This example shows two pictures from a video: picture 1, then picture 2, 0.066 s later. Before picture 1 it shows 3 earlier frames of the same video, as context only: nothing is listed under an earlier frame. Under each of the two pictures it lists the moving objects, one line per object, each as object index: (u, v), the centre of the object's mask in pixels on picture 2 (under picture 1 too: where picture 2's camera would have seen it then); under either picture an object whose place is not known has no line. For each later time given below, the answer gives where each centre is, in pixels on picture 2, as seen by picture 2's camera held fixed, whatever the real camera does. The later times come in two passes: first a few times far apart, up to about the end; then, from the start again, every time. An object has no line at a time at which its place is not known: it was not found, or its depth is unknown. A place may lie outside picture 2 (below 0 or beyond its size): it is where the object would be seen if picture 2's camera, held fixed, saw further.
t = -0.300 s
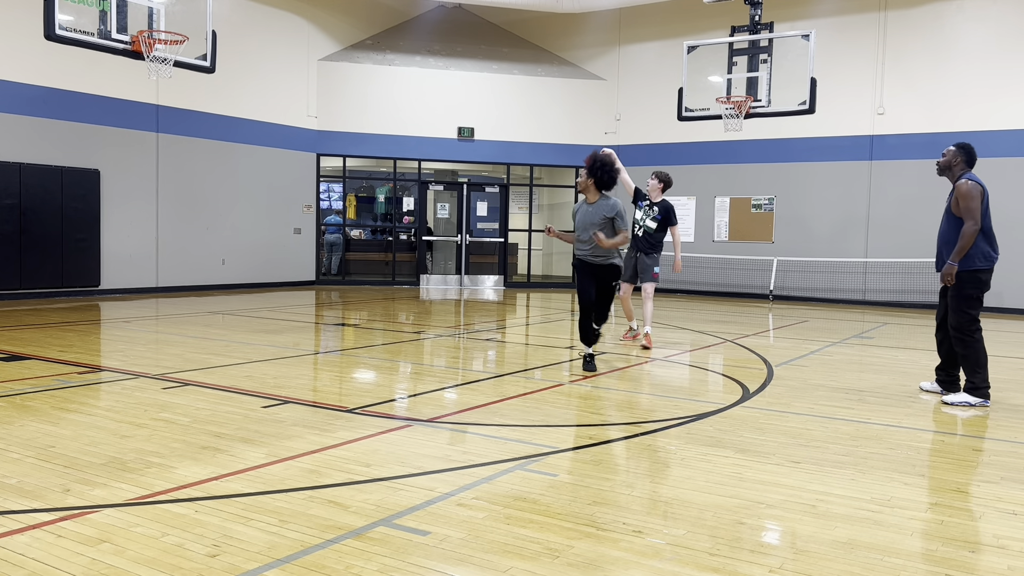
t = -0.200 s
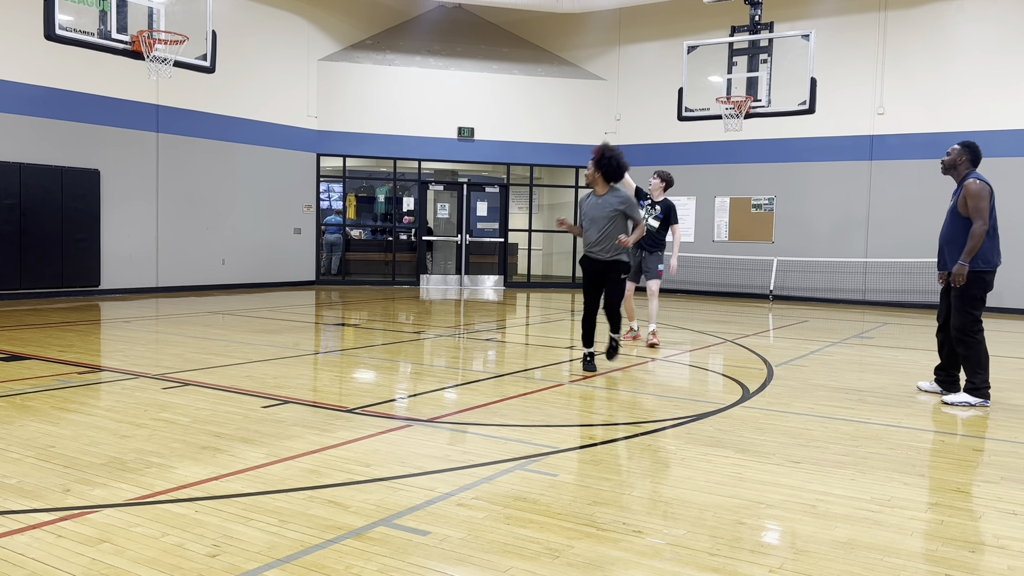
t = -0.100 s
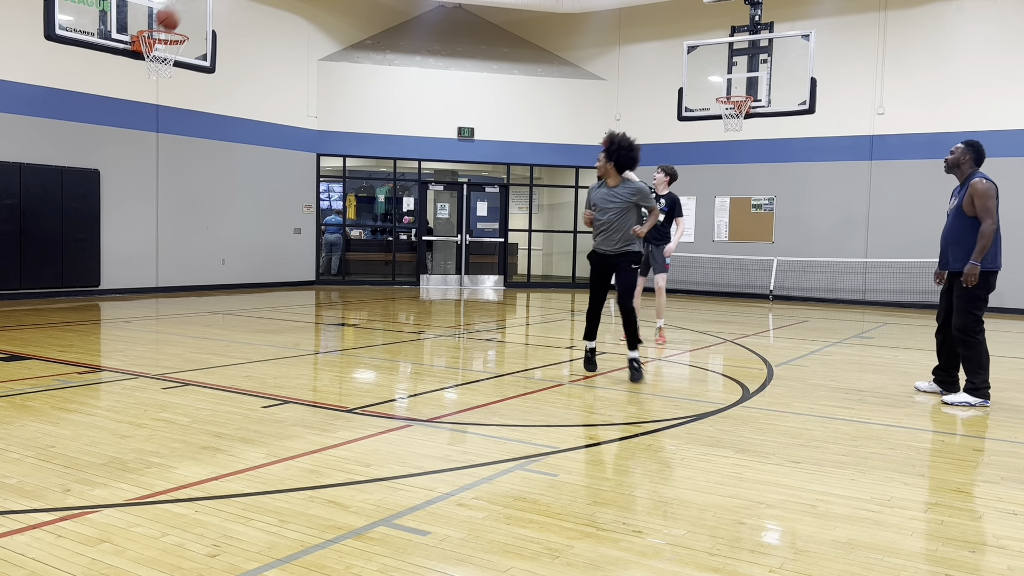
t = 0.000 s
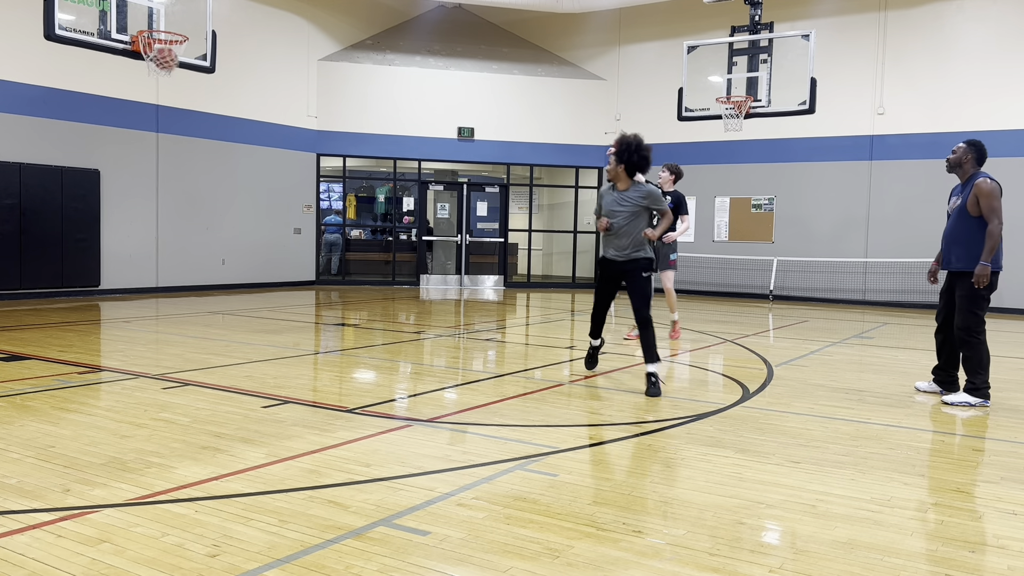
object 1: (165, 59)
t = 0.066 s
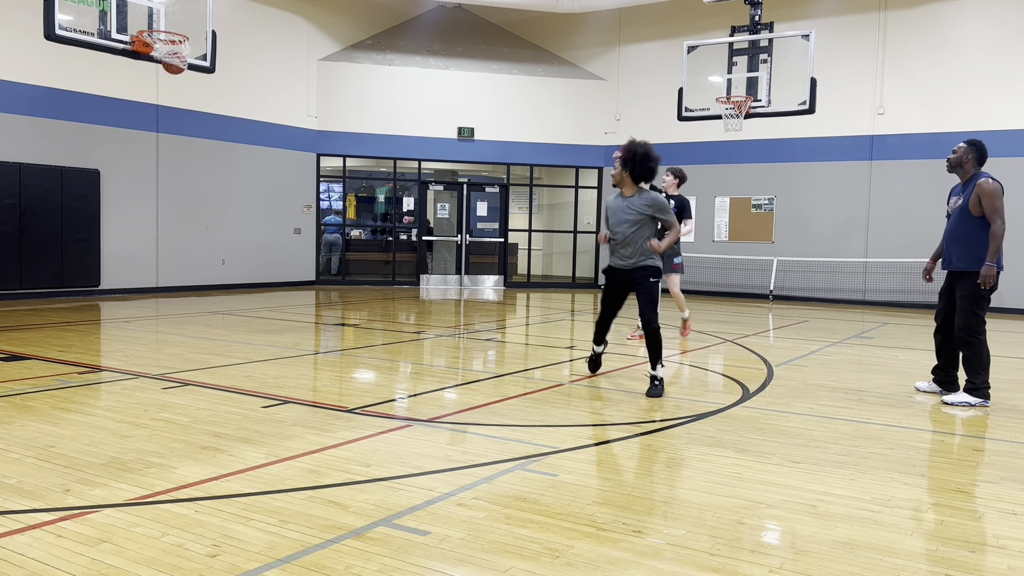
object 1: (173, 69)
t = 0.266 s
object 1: (180, 66)
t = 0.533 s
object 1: (187, 128)
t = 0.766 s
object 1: (192, 236)
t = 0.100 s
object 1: (174, 65)
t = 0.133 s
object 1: (176, 62)
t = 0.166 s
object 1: (178, 61)
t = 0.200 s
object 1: (179, 62)
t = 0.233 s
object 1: (180, 63)
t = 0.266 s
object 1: (180, 66)
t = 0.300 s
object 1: (181, 70)
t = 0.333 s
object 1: (182, 75)
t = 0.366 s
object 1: (182, 82)
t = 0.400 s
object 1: (183, 89)
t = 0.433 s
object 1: (184, 97)
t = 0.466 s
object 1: (185, 107)
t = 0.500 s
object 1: (186, 118)
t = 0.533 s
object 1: (187, 128)
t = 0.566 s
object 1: (187, 141)
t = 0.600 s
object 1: (188, 155)
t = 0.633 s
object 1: (188, 169)
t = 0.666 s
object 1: (189, 185)
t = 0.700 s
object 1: (190, 201)
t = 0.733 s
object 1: (191, 218)
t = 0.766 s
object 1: (192, 236)
